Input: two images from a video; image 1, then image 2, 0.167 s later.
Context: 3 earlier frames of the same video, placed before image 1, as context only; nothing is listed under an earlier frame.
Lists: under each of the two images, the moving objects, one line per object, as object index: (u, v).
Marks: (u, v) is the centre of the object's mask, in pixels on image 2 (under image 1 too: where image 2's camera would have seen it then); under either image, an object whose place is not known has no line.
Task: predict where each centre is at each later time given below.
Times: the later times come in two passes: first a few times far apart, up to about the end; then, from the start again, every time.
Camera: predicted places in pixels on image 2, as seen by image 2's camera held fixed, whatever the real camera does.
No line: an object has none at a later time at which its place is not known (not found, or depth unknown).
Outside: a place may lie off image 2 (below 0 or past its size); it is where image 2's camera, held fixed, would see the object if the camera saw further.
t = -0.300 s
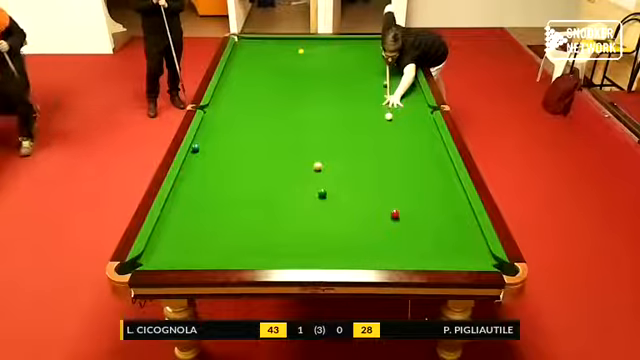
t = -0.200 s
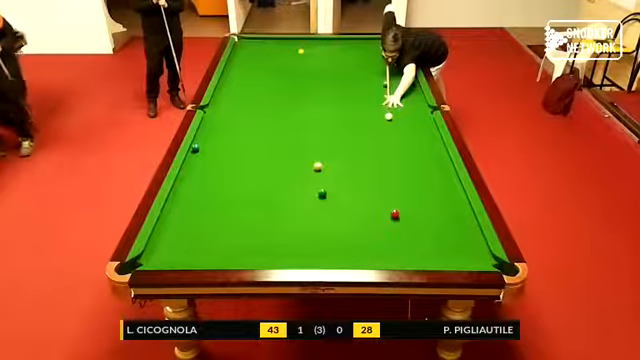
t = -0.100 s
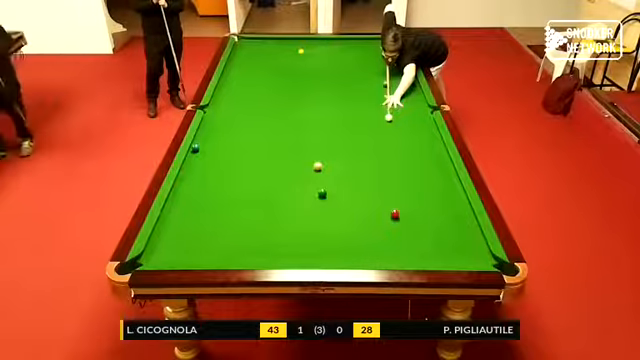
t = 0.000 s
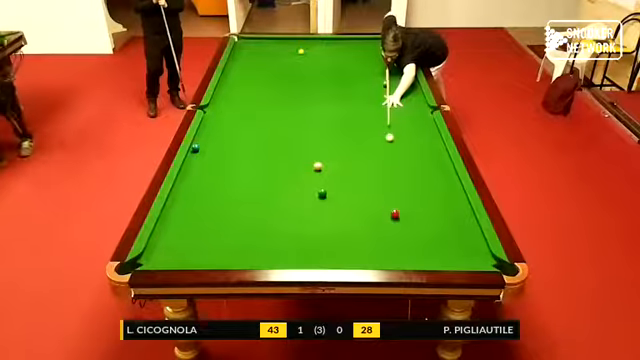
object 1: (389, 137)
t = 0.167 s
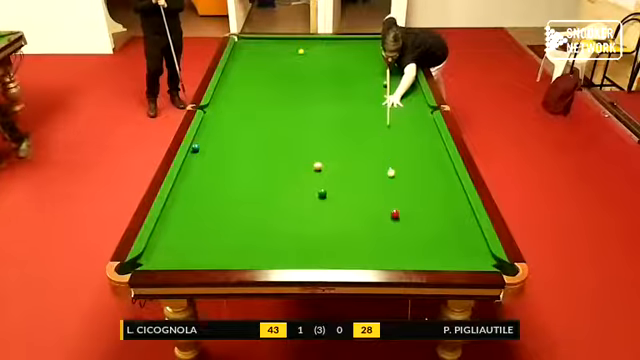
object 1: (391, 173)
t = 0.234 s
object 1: (391, 187)
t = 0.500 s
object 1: (382, 214)
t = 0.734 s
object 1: (369, 232)
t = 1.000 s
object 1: (354, 253)
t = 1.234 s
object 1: (342, 250)
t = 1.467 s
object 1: (332, 238)
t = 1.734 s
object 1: (322, 226)
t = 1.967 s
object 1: (314, 217)
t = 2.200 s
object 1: (307, 209)
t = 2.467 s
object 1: (300, 200)
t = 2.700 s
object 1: (294, 194)
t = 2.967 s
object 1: (288, 188)
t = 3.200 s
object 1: (284, 183)
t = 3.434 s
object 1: (280, 179)
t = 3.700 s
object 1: (275, 174)
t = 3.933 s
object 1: (272, 170)
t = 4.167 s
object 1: (270, 168)
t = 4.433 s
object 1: (267, 165)
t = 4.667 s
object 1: (265, 164)
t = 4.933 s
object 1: (263, 162)
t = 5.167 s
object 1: (261, 161)
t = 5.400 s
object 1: (260, 160)
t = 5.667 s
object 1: (260, 160)
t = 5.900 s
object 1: (260, 160)
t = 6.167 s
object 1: (260, 160)
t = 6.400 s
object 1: (260, 159)
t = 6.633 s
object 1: (260, 159)
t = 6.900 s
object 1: (260, 159)
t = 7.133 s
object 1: (260, 159)
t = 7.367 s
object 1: (260, 159)
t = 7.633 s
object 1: (260, 159)
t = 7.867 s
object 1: (260, 159)
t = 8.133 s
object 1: (259, 159)
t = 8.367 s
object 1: (260, 159)
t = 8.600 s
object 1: (260, 159)
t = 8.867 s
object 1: (260, 159)
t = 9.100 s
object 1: (260, 159)
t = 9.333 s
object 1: (259, 159)
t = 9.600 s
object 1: (259, 159)
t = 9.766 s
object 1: (259, 159)
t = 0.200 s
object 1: (391, 180)
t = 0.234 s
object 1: (391, 187)
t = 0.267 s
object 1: (392, 195)
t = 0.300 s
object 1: (392, 203)
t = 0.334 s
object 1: (391, 208)
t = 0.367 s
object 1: (389, 209)
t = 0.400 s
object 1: (387, 210)
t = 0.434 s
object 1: (385, 211)
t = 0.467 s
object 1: (383, 213)
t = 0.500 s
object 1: (382, 214)
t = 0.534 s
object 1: (380, 217)
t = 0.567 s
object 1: (378, 220)
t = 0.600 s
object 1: (376, 222)
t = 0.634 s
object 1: (375, 224)
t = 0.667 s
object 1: (373, 227)
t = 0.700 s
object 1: (371, 230)
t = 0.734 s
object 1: (369, 232)
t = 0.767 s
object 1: (368, 235)
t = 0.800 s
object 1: (366, 238)
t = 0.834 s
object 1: (364, 240)
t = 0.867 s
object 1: (362, 243)
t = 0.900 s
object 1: (360, 246)
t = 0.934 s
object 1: (358, 248)
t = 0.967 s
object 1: (356, 251)
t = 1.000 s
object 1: (354, 253)
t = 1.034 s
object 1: (352, 256)
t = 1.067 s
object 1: (350, 258)
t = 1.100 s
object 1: (349, 257)
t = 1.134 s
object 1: (347, 255)
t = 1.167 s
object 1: (345, 254)
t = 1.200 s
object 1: (344, 252)
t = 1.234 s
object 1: (342, 250)
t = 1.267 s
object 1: (341, 249)
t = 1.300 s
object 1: (340, 246)
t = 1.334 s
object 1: (338, 245)
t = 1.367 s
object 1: (337, 243)
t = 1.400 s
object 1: (335, 241)
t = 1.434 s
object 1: (334, 240)
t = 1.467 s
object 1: (332, 238)
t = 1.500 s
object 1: (331, 236)
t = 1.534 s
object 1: (330, 235)
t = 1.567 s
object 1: (328, 233)
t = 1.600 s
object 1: (327, 232)
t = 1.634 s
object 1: (326, 230)
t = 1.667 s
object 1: (325, 229)
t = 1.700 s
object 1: (324, 227)
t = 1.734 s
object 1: (322, 226)
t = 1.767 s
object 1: (321, 225)
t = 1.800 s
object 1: (320, 223)
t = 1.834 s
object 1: (318, 222)
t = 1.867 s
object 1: (317, 221)
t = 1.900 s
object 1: (316, 219)
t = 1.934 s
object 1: (315, 218)
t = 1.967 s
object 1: (314, 217)
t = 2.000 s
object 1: (313, 216)
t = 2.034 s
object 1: (312, 215)
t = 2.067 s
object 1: (311, 213)
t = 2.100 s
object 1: (311, 213)
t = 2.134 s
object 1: (309, 211)
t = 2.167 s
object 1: (308, 210)
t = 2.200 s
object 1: (307, 209)
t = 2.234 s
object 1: (306, 208)
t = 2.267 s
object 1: (305, 207)
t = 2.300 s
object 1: (304, 206)
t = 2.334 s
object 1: (303, 204)
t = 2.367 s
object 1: (302, 203)
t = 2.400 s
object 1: (301, 203)
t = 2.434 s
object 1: (301, 201)
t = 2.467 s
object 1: (300, 200)
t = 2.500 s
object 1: (299, 199)
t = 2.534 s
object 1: (298, 198)
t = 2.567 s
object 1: (297, 197)
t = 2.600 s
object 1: (296, 197)
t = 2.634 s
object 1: (296, 196)
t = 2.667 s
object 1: (295, 195)
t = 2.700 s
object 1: (294, 194)
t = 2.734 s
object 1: (293, 193)
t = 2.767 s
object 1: (292, 193)
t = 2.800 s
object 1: (291, 192)
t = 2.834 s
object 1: (291, 191)
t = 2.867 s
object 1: (290, 190)
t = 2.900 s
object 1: (290, 189)
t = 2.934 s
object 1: (289, 188)
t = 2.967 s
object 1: (288, 188)
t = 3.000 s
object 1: (288, 187)
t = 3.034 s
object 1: (287, 186)
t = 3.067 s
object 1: (286, 186)
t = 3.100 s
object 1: (286, 185)
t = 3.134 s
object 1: (285, 184)
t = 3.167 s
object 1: (284, 184)
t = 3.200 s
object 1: (284, 183)
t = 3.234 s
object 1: (283, 182)
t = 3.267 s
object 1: (282, 181)
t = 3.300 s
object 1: (282, 181)
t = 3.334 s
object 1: (281, 180)
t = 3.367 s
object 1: (281, 180)
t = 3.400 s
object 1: (280, 179)
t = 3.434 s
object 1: (280, 179)
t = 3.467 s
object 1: (279, 178)
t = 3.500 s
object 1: (279, 178)
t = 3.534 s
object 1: (278, 177)
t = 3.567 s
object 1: (277, 176)
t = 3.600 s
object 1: (277, 176)
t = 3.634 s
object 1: (276, 175)
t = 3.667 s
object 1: (276, 175)
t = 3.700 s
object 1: (275, 174)
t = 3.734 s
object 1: (275, 174)
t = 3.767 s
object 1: (274, 173)
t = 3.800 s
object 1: (274, 173)
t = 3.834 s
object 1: (273, 172)
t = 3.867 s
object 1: (273, 171)
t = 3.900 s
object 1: (273, 171)
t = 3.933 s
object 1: (272, 170)
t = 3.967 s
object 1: (272, 170)
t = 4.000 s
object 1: (271, 170)
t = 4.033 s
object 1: (271, 169)
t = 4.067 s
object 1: (271, 169)
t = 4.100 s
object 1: (270, 169)
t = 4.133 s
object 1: (270, 168)
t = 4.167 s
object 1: (270, 168)
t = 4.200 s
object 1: (269, 167)
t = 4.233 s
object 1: (269, 167)
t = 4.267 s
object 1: (269, 167)
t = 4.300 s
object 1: (268, 166)
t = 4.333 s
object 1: (268, 166)
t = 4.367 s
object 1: (268, 165)
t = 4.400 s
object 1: (267, 165)
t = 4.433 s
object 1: (267, 165)
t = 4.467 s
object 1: (267, 165)
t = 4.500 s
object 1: (266, 165)
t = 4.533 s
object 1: (266, 164)
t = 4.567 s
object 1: (266, 164)
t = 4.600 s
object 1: (265, 164)
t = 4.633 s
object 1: (265, 164)
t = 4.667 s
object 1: (265, 164)
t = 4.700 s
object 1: (265, 163)
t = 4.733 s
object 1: (264, 163)
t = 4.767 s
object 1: (264, 163)
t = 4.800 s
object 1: (264, 163)
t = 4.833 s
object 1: (263, 162)
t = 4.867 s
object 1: (263, 162)
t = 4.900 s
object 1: (263, 162)
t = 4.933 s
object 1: (263, 162)
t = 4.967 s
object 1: (263, 161)
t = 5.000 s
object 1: (262, 161)
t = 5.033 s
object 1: (262, 161)
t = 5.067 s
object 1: (262, 161)
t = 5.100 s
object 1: (261, 161)
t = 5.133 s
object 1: (261, 161)
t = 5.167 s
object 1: (261, 161)
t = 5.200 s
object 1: (261, 160)
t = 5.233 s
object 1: (261, 160)
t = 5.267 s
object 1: (260, 160)
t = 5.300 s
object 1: (260, 160)
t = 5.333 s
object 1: (260, 160)
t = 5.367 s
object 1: (260, 160)
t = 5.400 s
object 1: (260, 160)
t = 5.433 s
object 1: (260, 160)
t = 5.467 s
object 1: (260, 160)
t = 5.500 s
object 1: (260, 160)
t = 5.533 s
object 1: (260, 160)
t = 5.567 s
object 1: (260, 160)
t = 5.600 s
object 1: (260, 160)
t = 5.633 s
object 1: (260, 160)
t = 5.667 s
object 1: (260, 160)
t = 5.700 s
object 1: (260, 159)
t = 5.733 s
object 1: (260, 159)
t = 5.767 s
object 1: (260, 159)
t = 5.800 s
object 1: (260, 159)
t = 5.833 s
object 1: (260, 159)
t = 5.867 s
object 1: (260, 160)
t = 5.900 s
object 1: (260, 160)
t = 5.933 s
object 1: (260, 160)
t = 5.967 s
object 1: (260, 159)
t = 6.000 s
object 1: (260, 159)
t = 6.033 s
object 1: (260, 159)
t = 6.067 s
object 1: (260, 160)
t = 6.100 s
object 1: (260, 160)
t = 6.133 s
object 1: (260, 160)
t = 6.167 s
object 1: (260, 160)
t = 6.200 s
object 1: (260, 159)
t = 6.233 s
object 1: (260, 159)
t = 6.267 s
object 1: (260, 159)
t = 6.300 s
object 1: (260, 159)
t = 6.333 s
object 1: (260, 159)
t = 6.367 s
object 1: (260, 160)
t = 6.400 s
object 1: (260, 159)
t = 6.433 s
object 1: (260, 159)
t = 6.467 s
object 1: (260, 160)
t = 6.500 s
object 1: (260, 160)
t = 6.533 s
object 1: (260, 160)
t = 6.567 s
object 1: (260, 160)
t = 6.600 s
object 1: (260, 159)
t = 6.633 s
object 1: (260, 159)
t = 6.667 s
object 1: (260, 159)
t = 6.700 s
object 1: (260, 159)
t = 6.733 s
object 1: (260, 159)
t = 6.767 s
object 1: (260, 159)
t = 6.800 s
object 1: (260, 159)
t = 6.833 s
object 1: (260, 159)
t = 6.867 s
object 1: (260, 159)
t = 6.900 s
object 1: (260, 159)
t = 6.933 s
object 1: (260, 159)
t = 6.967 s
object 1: (260, 159)
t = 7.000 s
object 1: (260, 159)
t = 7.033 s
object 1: (260, 159)
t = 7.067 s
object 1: (260, 159)
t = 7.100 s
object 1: (260, 159)
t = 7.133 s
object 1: (260, 159)
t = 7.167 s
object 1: (260, 159)
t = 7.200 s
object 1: (260, 159)
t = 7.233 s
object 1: (260, 159)
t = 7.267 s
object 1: (260, 159)
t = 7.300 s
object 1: (260, 159)
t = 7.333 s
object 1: (260, 159)
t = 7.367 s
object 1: (260, 159)
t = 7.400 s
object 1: (260, 159)
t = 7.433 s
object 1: (260, 159)
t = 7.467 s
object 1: (260, 159)
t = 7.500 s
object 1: (260, 159)
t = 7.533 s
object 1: (260, 159)
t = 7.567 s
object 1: (260, 159)
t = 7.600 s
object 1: (260, 159)
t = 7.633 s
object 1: (260, 159)
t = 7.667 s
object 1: (260, 159)
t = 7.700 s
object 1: (260, 159)
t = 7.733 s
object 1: (260, 159)
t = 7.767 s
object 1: (260, 159)
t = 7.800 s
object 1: (260, 159)
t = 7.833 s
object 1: (260, 159)
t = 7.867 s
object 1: (260, 159)
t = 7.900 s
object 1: (260, 159)
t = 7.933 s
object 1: (260, 159)
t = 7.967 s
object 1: (259, 159)
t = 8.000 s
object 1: (260, 159)
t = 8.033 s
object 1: (260, 159)
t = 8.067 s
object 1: (260, 159)
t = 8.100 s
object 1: (260, 159)
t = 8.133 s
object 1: (259, 159)
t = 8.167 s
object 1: (260, 159)
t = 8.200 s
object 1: (260, 159)
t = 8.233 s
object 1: (260, 159)
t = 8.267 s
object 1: (259, 159)
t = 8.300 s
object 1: (260, 159)
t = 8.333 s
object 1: (260, 159)
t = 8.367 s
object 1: (260, 159)
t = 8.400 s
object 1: (260, 159)
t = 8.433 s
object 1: (260, 159)
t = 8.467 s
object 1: (260, 159)
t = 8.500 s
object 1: (260, 159)
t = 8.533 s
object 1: (260, 159)
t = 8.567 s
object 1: (260, 159)
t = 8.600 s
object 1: (260, 159)
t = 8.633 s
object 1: (260, 159)
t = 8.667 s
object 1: (260, 159)
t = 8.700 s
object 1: (260, 159)
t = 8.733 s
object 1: (260, 159)
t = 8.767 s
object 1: (260, 159)
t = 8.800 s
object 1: (260, 159)
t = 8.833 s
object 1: (260, 159)
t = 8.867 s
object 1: (260, 159)
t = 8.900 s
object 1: (260, 159)
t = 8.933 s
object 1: (260, 159)
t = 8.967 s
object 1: (260, 159)
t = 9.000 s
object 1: (260, 159)
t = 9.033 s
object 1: (260, 159)
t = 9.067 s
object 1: (260, 159)
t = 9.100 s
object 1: (260, 159)
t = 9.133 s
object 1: (260, 159)
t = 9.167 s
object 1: (260, 159)
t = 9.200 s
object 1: (260, 159)
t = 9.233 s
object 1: (260, 159)
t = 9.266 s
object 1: (260, 159)
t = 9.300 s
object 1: (260, 159)
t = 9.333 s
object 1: (259, 159)
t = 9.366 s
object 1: (259, 159)
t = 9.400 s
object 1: (259, 159)
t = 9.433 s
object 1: (260, 159)
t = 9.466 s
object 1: (259, 159)
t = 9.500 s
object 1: (259, 159)
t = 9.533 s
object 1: (259, 159)
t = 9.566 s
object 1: (260, 159)
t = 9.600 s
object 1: (259, 159)
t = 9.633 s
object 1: (259, 159)
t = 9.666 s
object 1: (260, 159)
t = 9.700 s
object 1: (259, 159)
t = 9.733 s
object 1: (259, 159)
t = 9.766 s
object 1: (259, 159)
